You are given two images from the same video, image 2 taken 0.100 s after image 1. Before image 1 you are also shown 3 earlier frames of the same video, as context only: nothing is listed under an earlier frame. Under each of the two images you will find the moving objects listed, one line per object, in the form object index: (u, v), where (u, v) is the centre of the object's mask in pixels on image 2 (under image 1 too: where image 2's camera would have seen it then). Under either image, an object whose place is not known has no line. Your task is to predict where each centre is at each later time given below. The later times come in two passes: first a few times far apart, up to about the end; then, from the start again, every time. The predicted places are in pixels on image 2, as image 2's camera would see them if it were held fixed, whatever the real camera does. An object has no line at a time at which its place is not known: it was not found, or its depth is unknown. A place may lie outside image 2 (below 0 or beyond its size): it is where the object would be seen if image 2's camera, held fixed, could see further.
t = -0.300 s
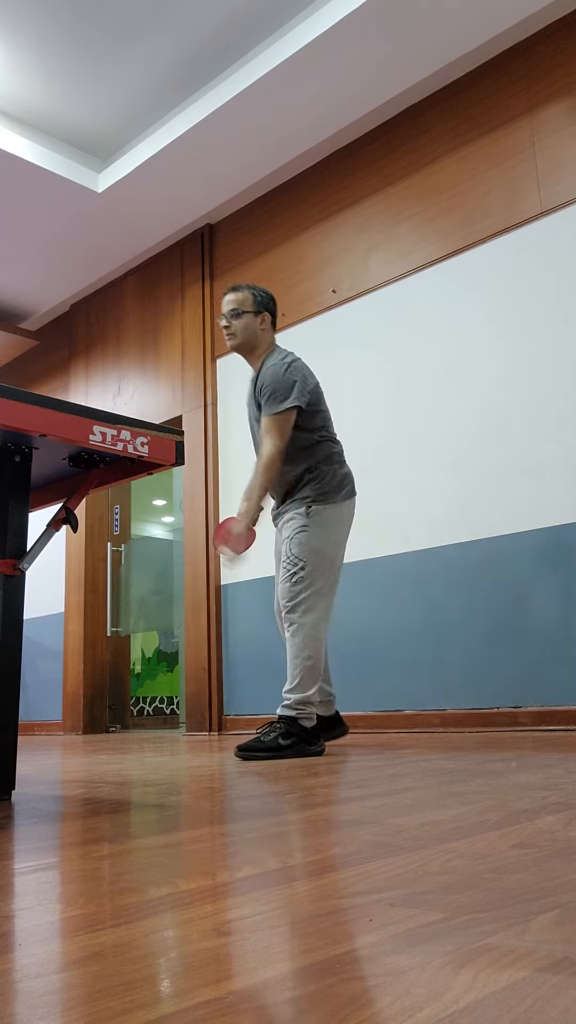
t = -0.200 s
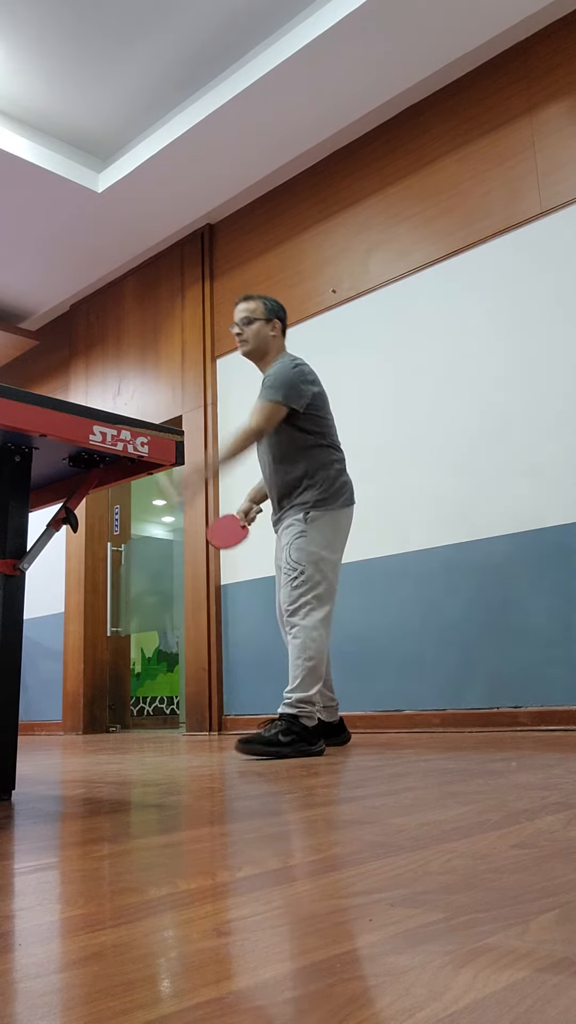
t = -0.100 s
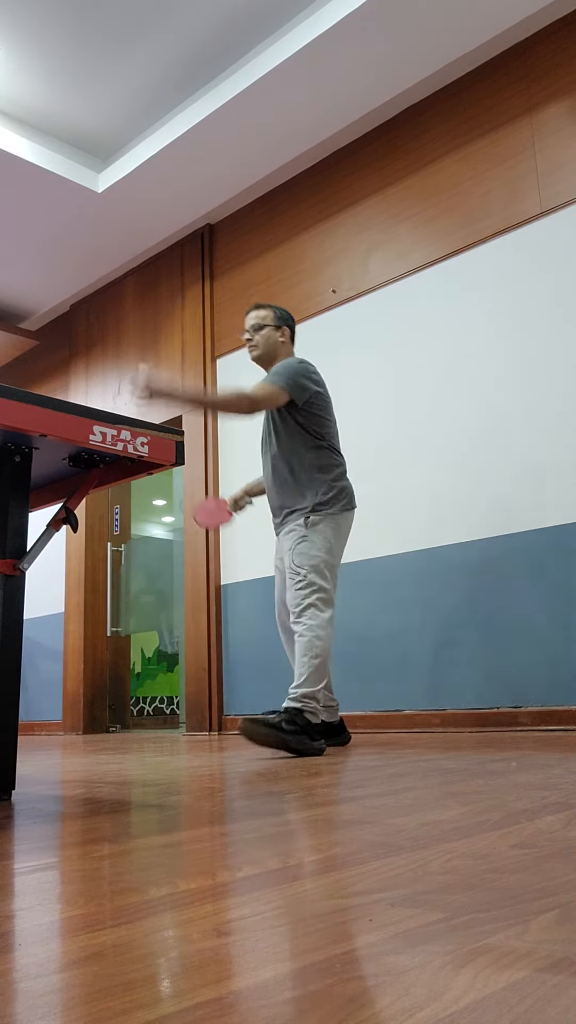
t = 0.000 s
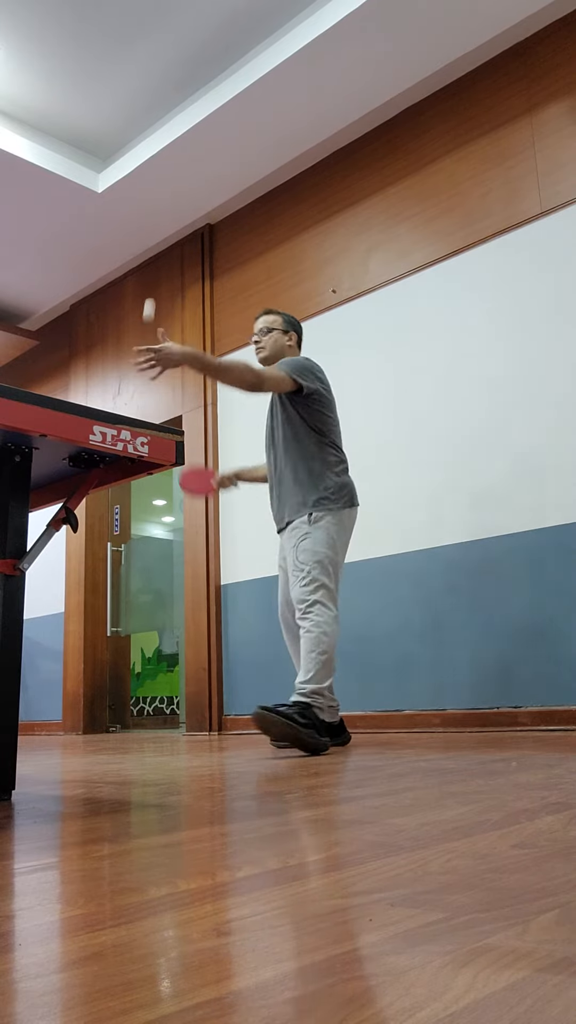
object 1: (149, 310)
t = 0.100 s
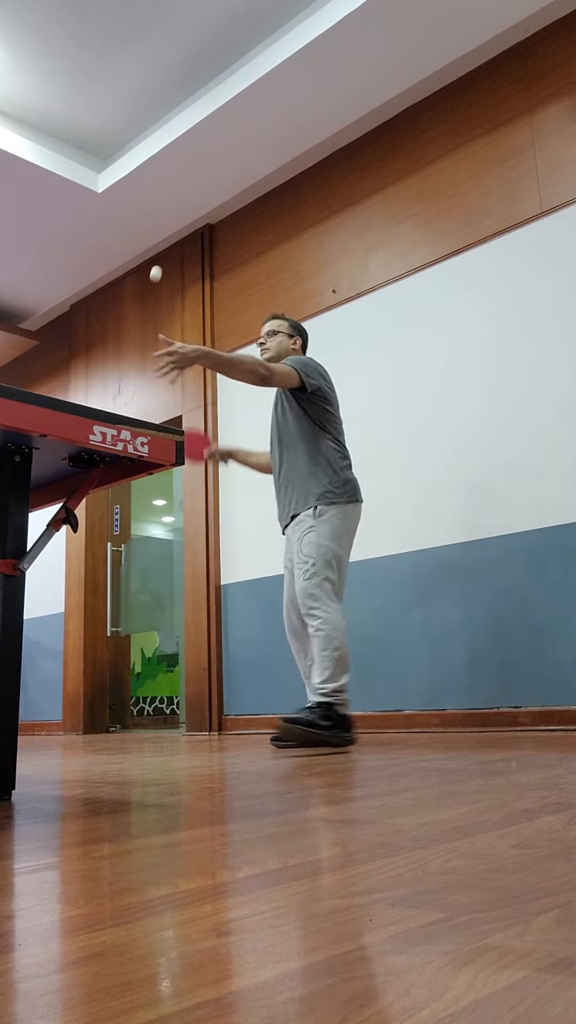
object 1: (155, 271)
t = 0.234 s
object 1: (164, 265)
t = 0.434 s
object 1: (175, 327)
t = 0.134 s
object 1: (158, 267)
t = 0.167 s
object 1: (160, 264)
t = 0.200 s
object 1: (162, 263)
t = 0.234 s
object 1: (164, 265)
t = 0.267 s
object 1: (165, 270)
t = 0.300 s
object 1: (168, 277)
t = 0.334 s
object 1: (169, 286)
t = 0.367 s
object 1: (171, 297)
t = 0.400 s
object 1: (173, 311)
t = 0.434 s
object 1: (175, 327)
